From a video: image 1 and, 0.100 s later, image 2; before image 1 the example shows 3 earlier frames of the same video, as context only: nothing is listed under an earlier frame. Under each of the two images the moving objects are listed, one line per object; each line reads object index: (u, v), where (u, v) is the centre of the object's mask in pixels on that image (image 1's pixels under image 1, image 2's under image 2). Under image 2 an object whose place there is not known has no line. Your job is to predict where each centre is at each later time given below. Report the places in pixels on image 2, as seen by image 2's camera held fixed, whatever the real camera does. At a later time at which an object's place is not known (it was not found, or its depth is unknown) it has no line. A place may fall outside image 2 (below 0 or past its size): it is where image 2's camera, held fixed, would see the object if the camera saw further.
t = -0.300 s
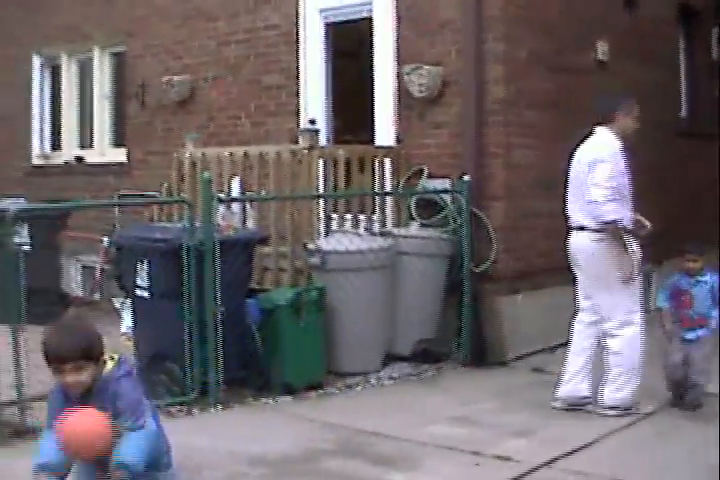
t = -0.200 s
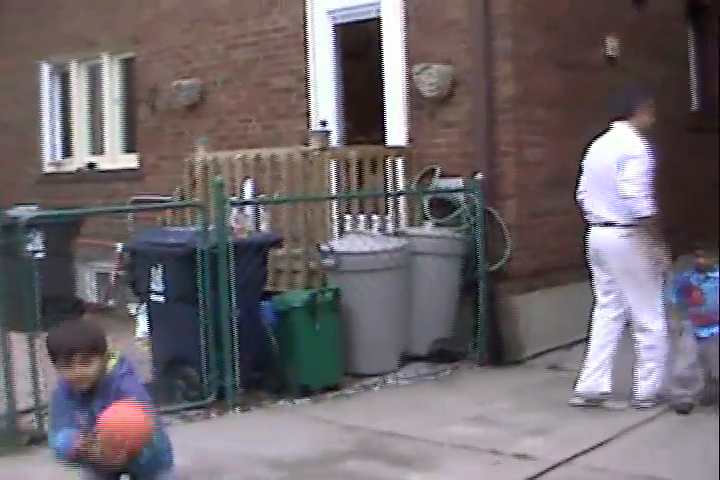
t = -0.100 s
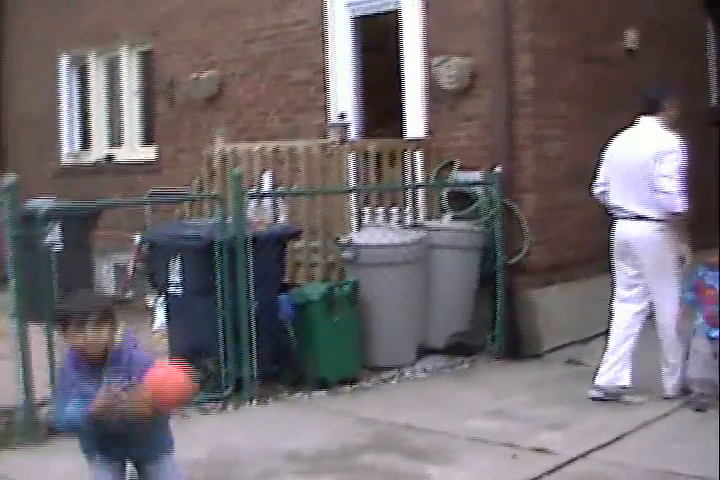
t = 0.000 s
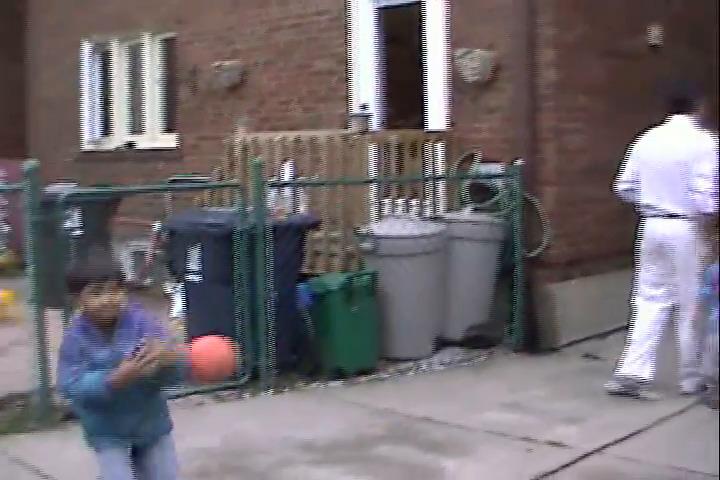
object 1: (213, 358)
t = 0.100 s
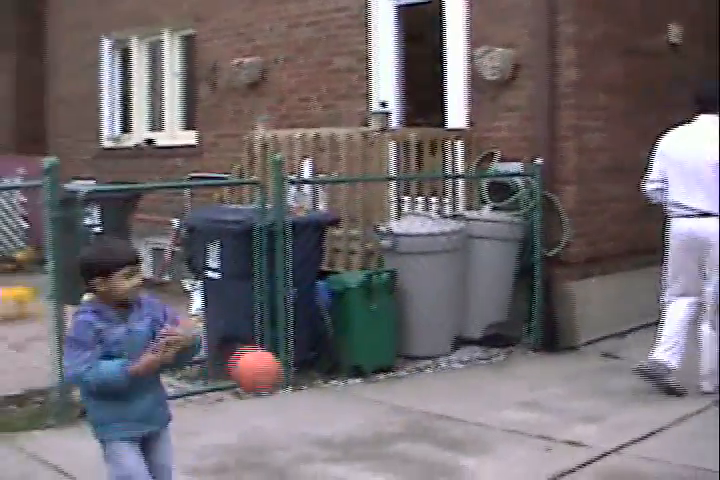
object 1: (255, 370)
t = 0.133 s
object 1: (261, 382)
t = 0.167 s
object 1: (268, 395)
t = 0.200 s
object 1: (275, 411)
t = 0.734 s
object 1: (364, 384)
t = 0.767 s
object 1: (368, 391)
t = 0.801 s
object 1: (374, 402)
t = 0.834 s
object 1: (379, 413)
